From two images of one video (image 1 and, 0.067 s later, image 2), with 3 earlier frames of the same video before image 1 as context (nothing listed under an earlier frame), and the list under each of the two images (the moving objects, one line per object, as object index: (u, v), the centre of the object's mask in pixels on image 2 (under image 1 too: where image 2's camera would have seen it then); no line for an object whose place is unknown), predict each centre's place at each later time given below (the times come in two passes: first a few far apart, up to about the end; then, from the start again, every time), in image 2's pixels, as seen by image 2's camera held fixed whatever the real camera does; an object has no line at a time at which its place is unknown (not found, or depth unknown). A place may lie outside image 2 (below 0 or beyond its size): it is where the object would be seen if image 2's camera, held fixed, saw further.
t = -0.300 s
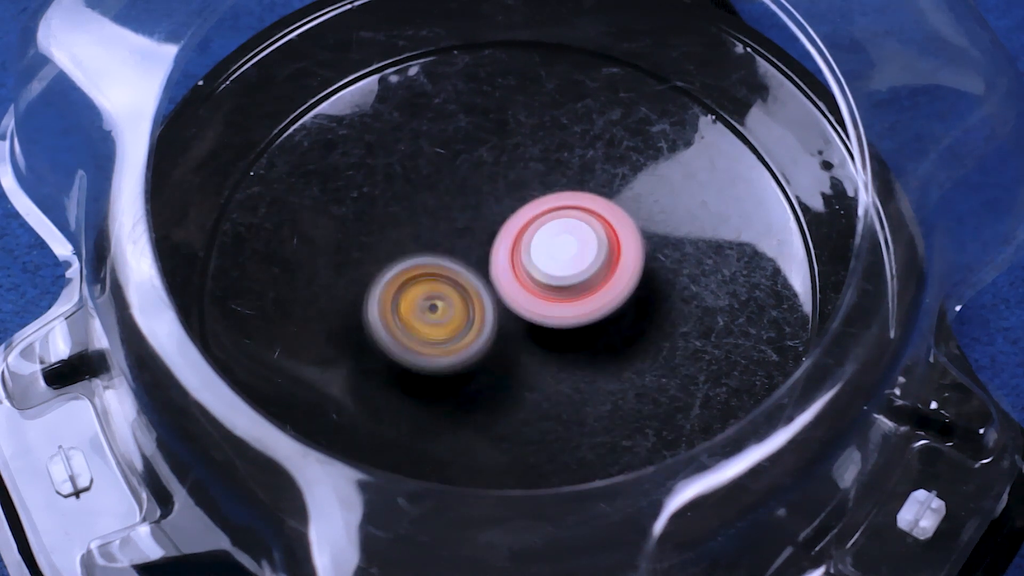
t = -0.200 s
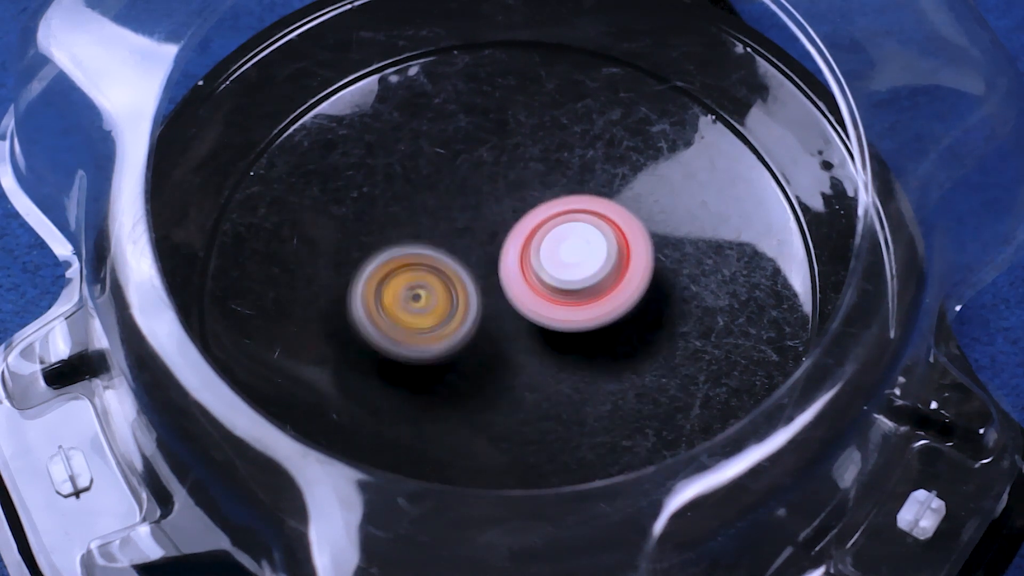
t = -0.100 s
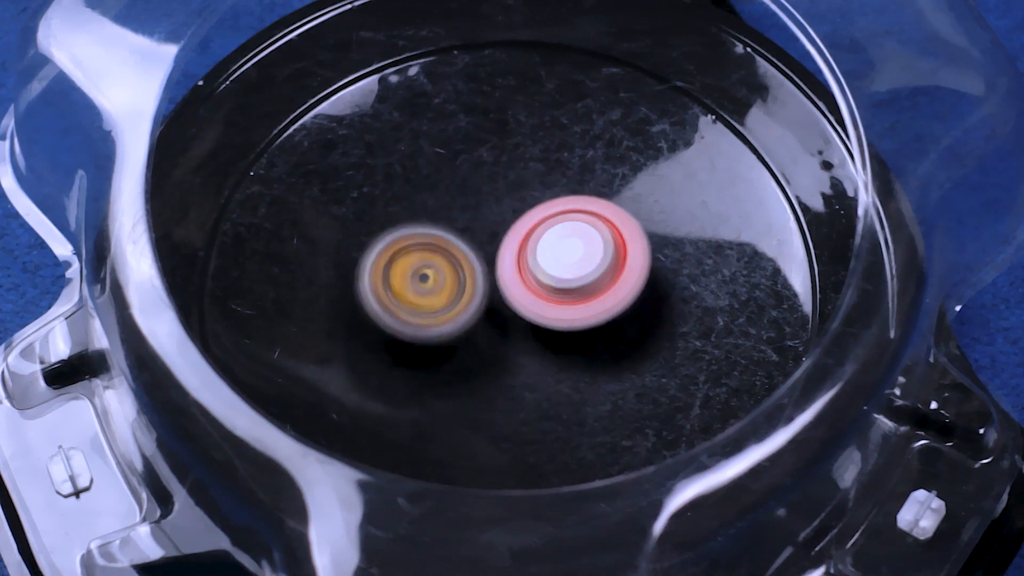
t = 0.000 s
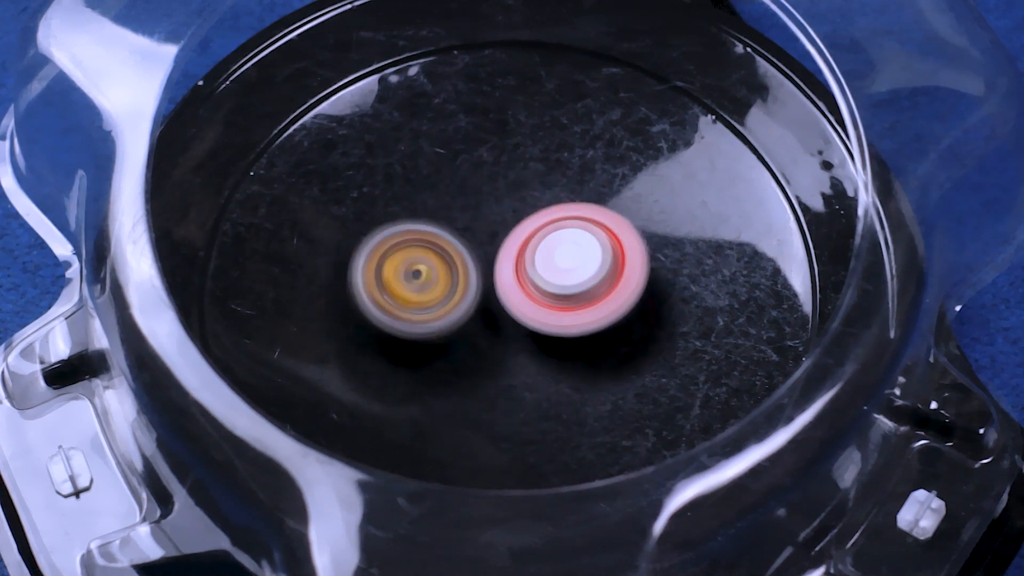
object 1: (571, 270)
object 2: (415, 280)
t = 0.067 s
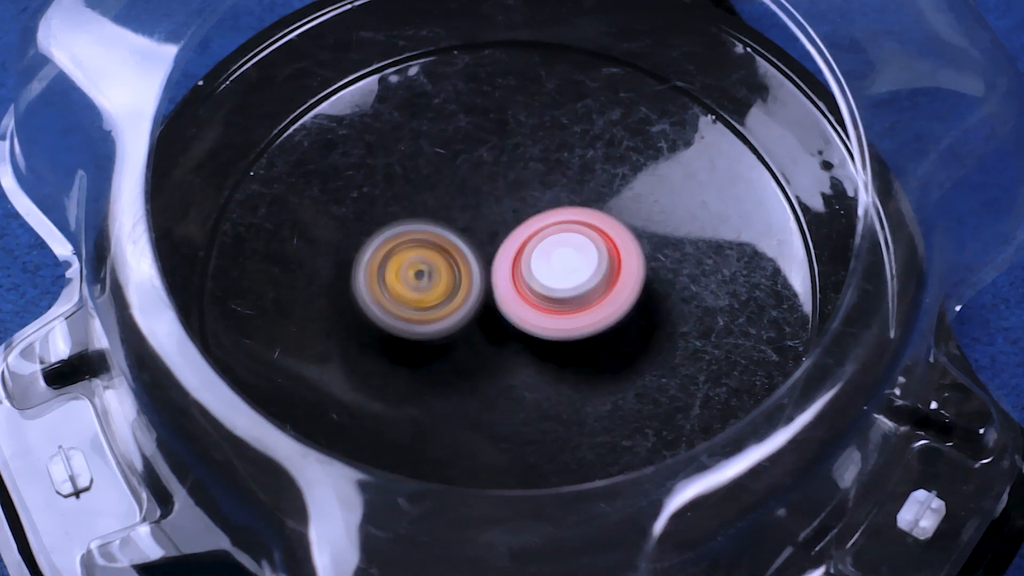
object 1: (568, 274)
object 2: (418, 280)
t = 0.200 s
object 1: (570, 285)
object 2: (408, 277)
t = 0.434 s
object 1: (568, 303)
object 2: (388, 272)
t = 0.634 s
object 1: (549, 312)
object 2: (399, 283)
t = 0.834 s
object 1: (542, 320)
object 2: (394, 280)
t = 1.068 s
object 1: (539, 329)
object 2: (380, 268)
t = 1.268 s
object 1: (526, 327)
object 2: (389, 263)
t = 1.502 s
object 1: (530, 332)
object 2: (398, 245)
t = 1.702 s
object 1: (530, 329)
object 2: (408, 234)
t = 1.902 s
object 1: (533, 328)
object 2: (425, 231)
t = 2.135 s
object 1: (538, 331)
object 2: (436, 232)
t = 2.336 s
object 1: (541, 343)
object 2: (437, 222)
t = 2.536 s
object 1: (536, 347)
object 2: (437, 218)
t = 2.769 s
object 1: (522, 344)
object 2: (436, 236)
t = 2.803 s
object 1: (522, 349)
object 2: (433, 230)
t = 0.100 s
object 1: (568, 276)
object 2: (416, 280)
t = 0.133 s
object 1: (566, 279)
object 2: (418, 279)
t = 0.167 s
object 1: (568, 282)
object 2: (413, 278)
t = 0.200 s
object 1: (570, 285)
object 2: (408, 277)
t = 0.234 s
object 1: (569, 288)
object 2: (408, 276)
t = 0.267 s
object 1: (567, 291)
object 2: (410, 277)
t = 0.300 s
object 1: (564, 293)
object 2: (413, 278)
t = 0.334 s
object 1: (563, 295)
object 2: (411, 279)
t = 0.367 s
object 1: (570, 299)
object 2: (394, 274)
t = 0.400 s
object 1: (570, 302)
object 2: (387, 272)
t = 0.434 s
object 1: (568, 303)
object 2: (388, 272)
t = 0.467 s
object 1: (566, 304)
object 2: (389, 274)
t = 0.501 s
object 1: (563, 306)
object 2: (391, 275)
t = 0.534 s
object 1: (559, 307)
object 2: (394, 278)
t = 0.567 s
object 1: (555, 308)
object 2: (397, 280)
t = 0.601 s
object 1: (551, 309)
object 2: (400, 283)
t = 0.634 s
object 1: (549, 312)
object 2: (399, 283)
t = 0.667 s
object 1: (553, 315)
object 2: (387, 278)
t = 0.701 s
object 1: (552, 317)
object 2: (384, 276)
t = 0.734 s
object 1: (549, 317)
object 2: (387, 277)
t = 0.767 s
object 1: (546, 317)
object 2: (390, 279)
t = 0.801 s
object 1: (543, 318)
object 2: (394, 280)
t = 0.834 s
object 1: (542, 320)
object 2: (394, 280)
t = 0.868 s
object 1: (540, 320)
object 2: (394, 280)
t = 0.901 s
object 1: (540, 322)
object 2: (392, 278)
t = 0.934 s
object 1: (545, 326)
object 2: (383, 272)
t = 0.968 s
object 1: (545, 328)
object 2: (381, 270)
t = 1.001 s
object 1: (544, 329)
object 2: (380, 270)
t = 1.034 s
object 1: (542, 329)
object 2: (380, 269)
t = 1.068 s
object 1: (539, 329)
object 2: (380, 268)
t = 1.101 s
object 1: (535, 328)
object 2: (382, 268)
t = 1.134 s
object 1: (531, 327)
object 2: (384, 269)
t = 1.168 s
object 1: (528, 325)
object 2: (387, 269)
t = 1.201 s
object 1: (525, 325)
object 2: (389, 268)
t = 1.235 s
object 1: (525, 326)
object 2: (388, 265)
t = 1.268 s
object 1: (526, 327)
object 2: (389, 263)
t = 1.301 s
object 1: (526, 328)
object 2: (392, 262)
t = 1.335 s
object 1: (530, 331)
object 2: (391, 256)
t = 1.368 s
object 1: (530, 332)
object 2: (394, 255)
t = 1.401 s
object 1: (529, 331)
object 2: (397, 256)
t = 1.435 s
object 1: (527, 330)
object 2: (399, 255)
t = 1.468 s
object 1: (527, 330)
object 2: (400, 252)
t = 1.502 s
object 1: (530, 332)
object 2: (398, 245)
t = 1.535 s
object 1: (530, 332)
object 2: (400, 242)
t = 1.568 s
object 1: (530, 332)
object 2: (403, 242)
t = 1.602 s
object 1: (528, 330)
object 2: (407, 242)
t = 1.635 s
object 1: (527, 328)
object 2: (410, 243)
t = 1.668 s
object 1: (529, 329)
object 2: (408, 237)
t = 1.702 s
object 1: (530, 329)
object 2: (408, 234)
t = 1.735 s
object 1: (530, 328)
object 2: (412, 234)
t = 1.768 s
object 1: (529, 326)
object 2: (417, 235)
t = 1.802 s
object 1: (532, 327)
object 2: (418, 235)
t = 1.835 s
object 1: (534, 329)
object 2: (418, 230)
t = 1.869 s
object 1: (533, 329)
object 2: (421, 229)
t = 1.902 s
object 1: (533, 328)
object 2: (425, 231)
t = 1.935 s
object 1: (533, 328)
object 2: (428, 232)
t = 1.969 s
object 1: (535, 329)
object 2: (427, 228)
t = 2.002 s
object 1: (535, 329)
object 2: (429, 229)
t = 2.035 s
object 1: (535, 329)
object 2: (432, 231)
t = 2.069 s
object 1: (537, 330)
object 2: (433, 230)
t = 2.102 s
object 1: (538, 331)
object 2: (435, 230)
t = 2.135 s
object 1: (538, 331)
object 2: (436, 232)
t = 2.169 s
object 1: (540, 334)
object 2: (436, 229)
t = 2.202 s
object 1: (543, 340)
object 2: (432, 218)
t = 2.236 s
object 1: (543, 342)
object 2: (433, 215)
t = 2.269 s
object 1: (543, 343)
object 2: (435, 216)
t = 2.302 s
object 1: (542, 343)
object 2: (436, 219)
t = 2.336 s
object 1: (541, 343)
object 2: (437, 222)
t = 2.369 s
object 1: (540, 341)
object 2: (438, 225)
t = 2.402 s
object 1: (539, 340)
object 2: (439, 228)
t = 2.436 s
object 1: (538, 339)
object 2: (441, 232)
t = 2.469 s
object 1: (536, 338)
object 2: (442, 235)
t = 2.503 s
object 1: (537, 344)
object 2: (438, 224)
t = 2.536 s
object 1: (536, 347)
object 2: (437, 218)
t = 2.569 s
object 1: (535, 349)
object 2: (437, 218)
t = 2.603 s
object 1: (534, 348)
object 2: (437, 220)
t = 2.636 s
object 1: (532, 347)
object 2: (436, 223)
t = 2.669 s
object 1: (530, 347)
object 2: (436, 226)
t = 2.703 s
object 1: (528, 346)
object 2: (436, 229)
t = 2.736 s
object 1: (525, 345)
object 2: (436, 233)
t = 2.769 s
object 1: (522, 344)
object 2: (436, 236)
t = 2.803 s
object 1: (522, 349)
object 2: (433, 230)
